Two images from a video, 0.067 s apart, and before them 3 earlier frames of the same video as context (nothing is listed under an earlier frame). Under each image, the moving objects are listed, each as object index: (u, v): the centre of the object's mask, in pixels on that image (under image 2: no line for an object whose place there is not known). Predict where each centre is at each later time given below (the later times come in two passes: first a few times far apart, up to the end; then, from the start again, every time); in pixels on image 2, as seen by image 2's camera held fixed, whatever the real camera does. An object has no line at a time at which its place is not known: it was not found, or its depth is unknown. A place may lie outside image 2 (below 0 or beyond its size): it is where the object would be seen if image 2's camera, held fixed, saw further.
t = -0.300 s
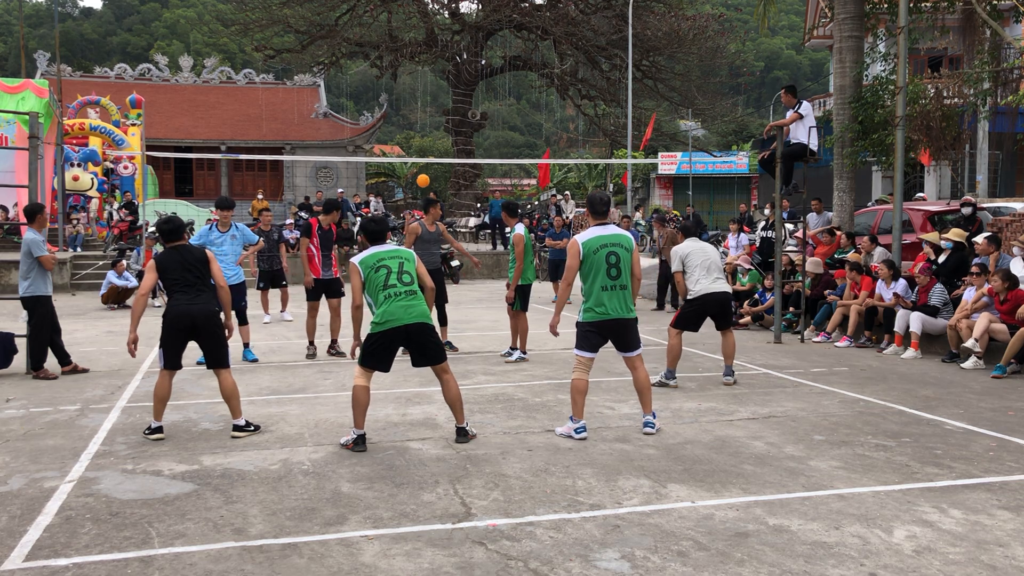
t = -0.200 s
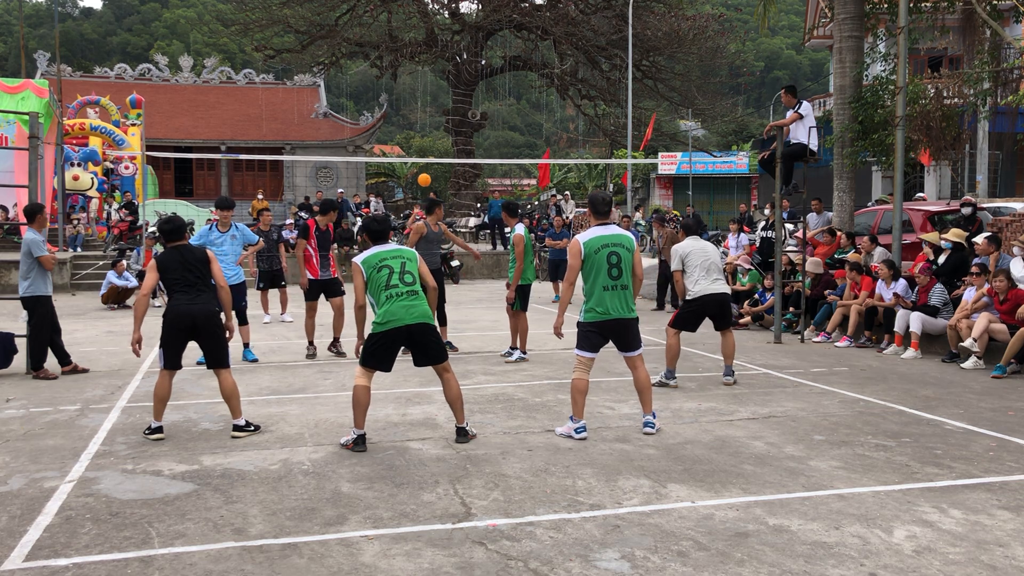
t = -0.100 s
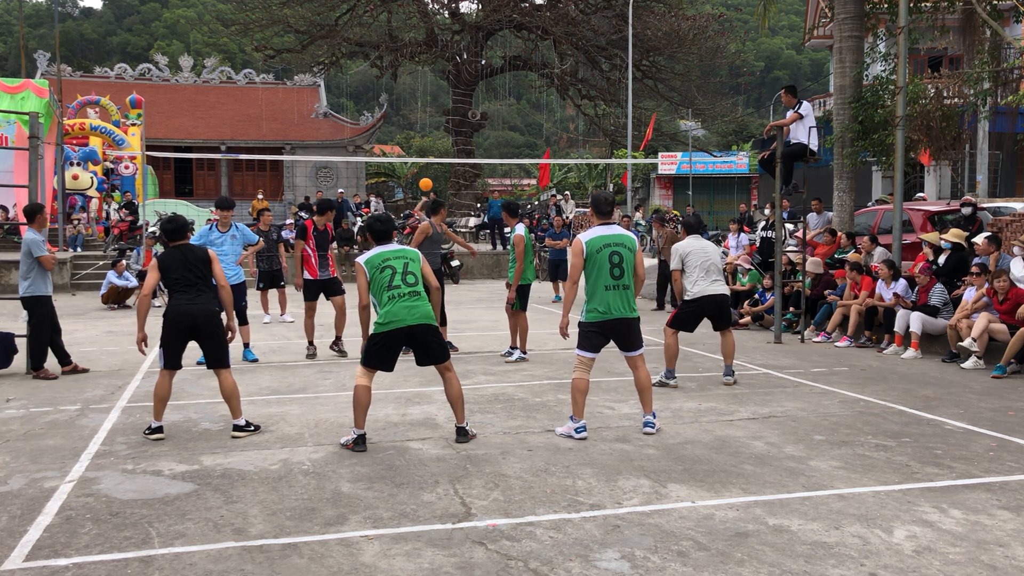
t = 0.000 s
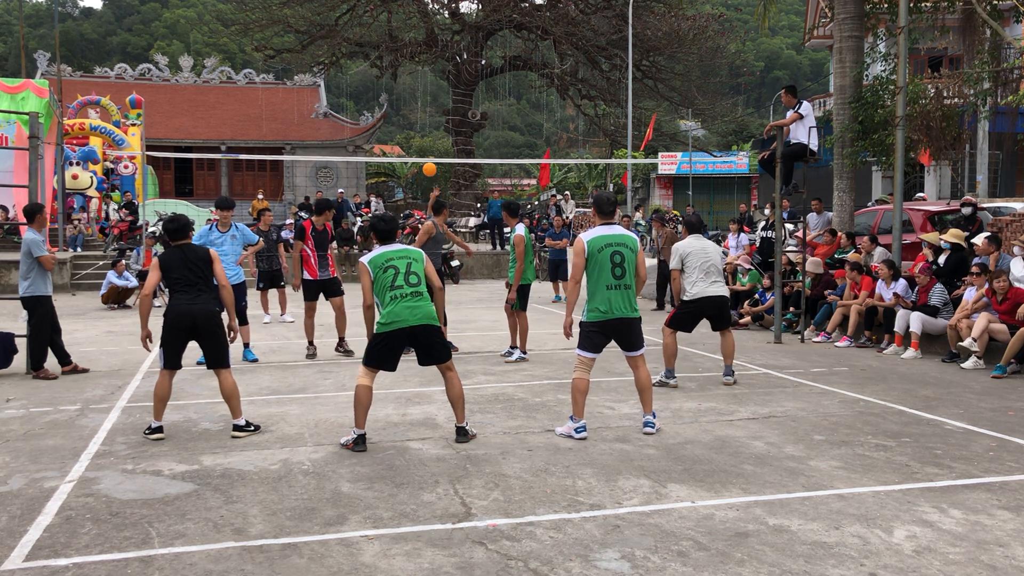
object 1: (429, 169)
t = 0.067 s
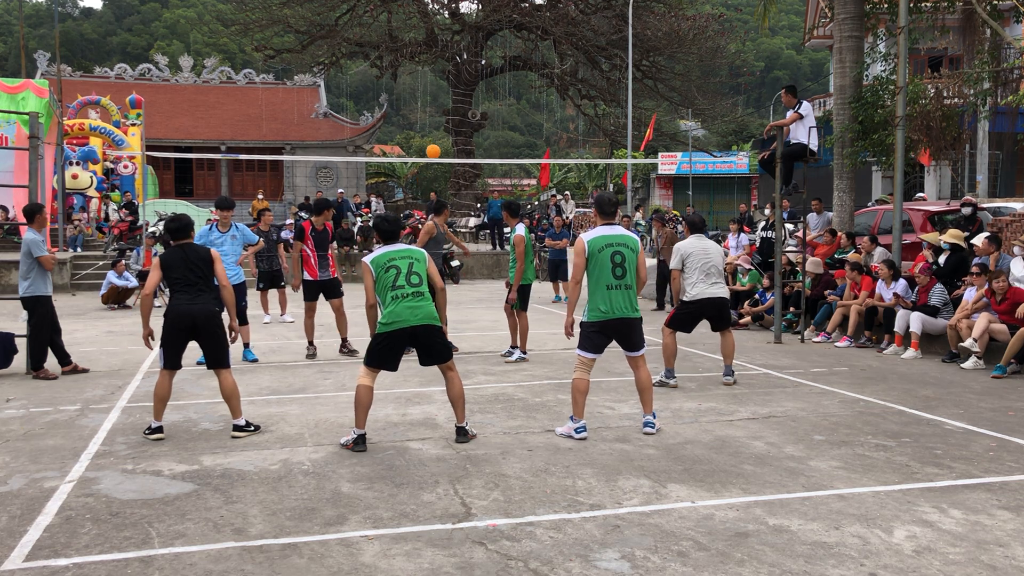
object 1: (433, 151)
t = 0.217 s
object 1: (442, 116)
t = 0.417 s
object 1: (463, 90)
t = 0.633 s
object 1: (493, 90)
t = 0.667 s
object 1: (498, 94)
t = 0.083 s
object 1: (434, 147)
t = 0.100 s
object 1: (435, 143)
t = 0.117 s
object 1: (436, 138)
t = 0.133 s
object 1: (437, 134)
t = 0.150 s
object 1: (438, 130)
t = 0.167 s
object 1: (439, 127)
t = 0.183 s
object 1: (440, 123)
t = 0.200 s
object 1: (441, 120)
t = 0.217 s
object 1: (442, 116)
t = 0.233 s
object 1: (443, 113)
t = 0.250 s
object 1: (445, 110)
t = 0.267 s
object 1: (446, 107)
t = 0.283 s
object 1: (448, 105)
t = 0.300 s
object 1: (450, 102)
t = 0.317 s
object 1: (451, 100)
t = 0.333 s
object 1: (453, 98)
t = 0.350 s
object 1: (455, 96)
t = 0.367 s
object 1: (457, 94)
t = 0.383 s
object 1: (459, 93)
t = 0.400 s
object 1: (461, 91)
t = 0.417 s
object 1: (463, 90)
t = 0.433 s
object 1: (465, 89)
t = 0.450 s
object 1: (468, 88)
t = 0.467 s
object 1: (470, 87)
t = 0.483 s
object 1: (472, 86)
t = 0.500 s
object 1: (474, 85)
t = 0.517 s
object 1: (477, 85)
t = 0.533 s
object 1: (479, 85)
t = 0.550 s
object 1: (481, 85)
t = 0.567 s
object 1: (484, 86)
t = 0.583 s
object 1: (486, 86)
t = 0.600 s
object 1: (488, 87)
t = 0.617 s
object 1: (491, 89)
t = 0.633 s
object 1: (493, 90)
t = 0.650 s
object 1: (495, 92)
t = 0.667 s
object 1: (498, 94)
